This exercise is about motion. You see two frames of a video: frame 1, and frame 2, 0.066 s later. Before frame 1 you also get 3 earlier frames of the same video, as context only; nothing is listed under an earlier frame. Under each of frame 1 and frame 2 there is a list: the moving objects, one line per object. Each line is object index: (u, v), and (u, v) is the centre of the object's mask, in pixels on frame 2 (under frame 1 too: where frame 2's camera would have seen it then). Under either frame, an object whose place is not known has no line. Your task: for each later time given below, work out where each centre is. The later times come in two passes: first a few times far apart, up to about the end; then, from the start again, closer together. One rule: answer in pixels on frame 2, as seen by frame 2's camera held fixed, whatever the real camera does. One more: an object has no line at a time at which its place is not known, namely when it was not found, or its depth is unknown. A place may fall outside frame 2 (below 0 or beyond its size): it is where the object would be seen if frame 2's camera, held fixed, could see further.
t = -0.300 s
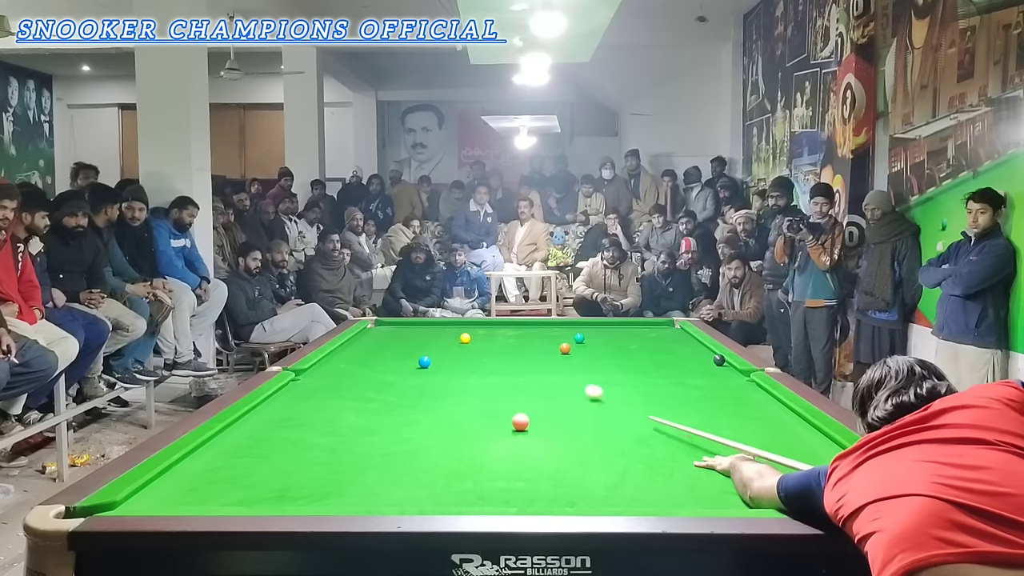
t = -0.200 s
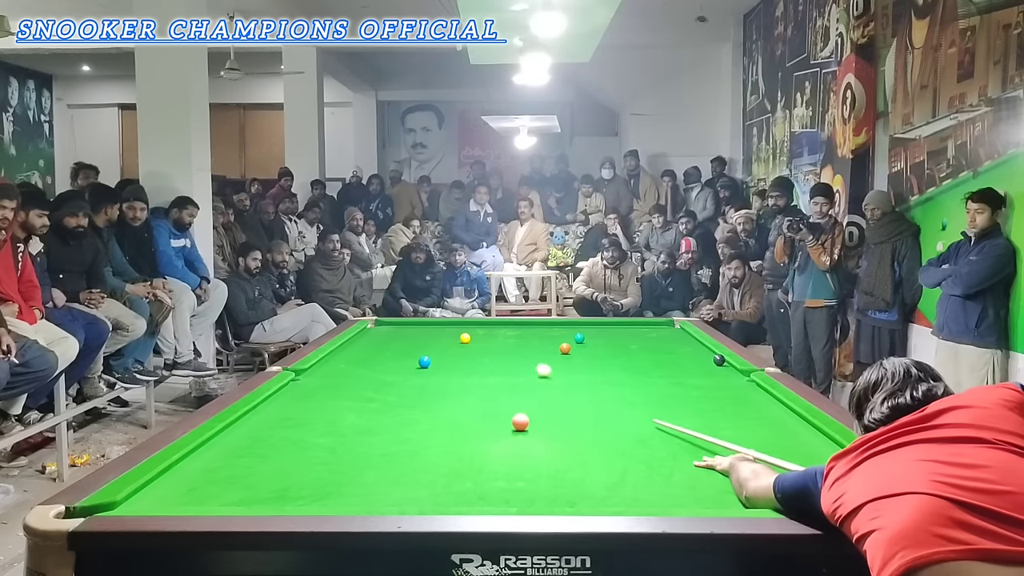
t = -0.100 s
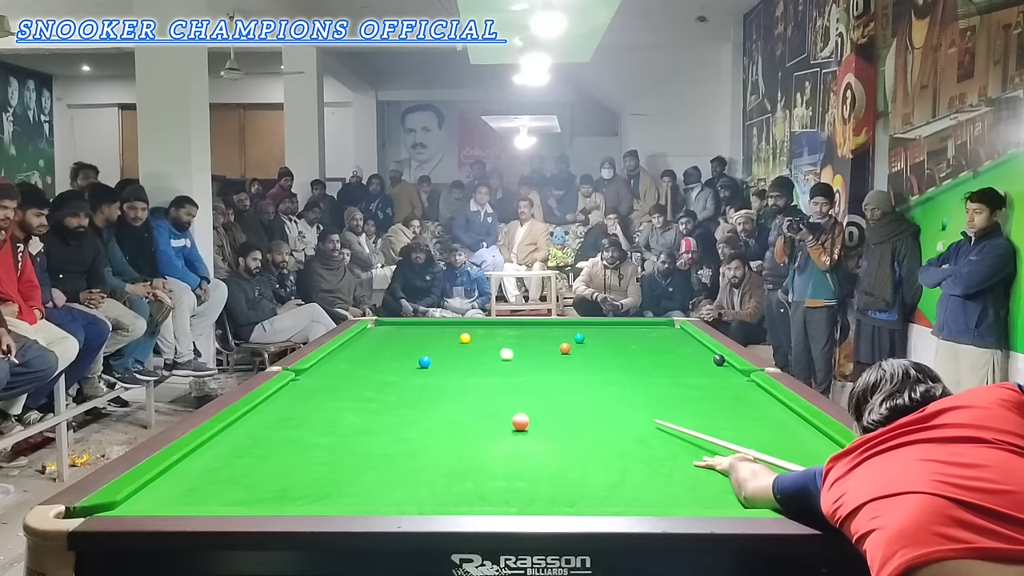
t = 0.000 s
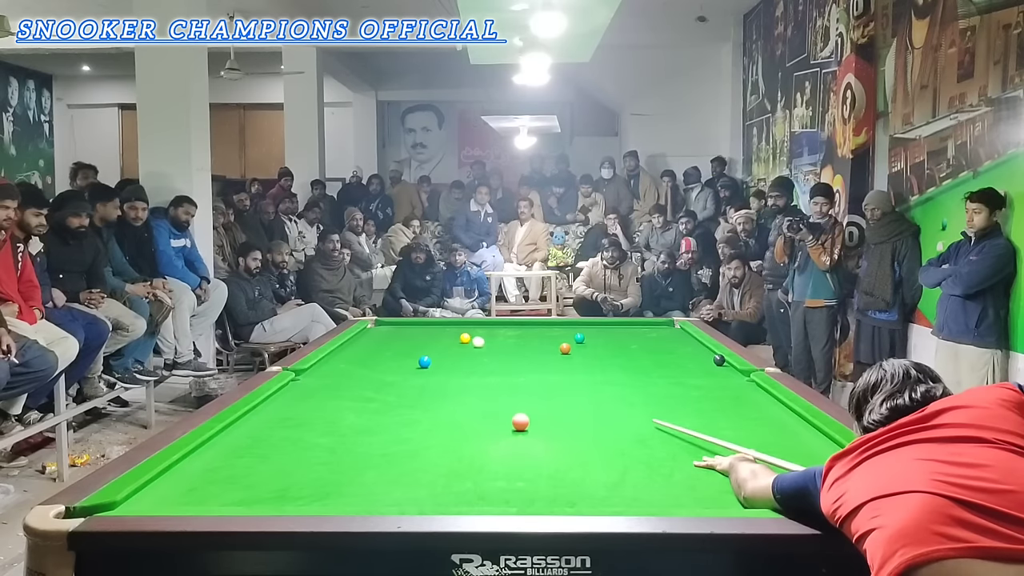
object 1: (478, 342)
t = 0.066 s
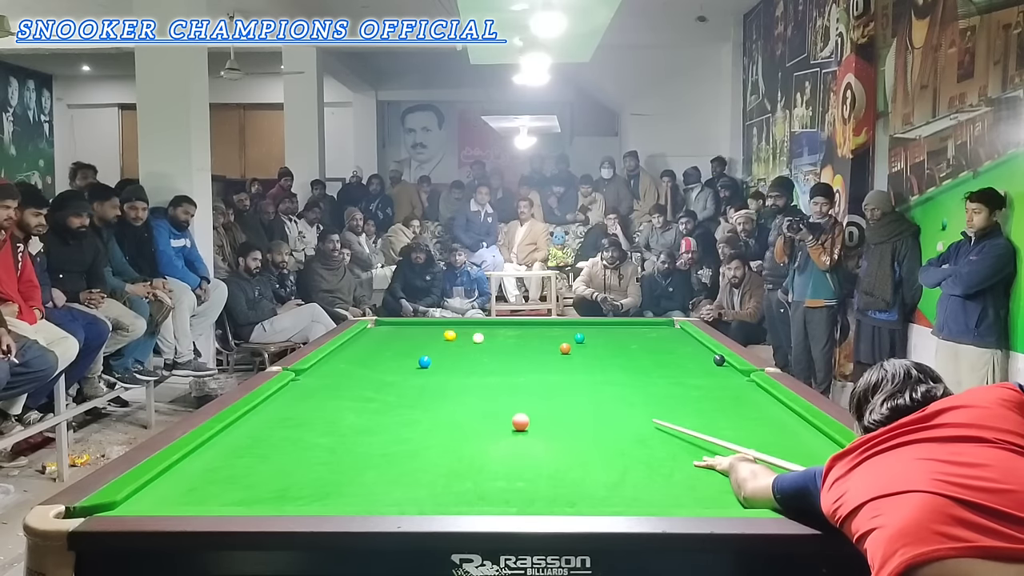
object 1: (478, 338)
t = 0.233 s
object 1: (501, 335)
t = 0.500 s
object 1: (532, 331)
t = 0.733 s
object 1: (557, 327)
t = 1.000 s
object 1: (583, 324)
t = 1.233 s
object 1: (604, 323)
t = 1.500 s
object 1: (629, 325)
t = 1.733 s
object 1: (651, 327)
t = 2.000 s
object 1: (676, 329)
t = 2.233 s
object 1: (672, 330)
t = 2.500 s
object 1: (660, 332)
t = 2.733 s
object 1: (651, 333)
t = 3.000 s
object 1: (641, 335)
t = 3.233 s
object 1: (633, 336)
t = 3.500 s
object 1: (624, 337)
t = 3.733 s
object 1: (618, 338)
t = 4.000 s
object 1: (610, 339)
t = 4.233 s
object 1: (605, 339)
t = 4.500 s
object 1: (601, 340)
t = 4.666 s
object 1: (598, 341)
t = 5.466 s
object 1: (593, 341)
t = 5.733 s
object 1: (593, 341)
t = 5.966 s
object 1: (593, 341)
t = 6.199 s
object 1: (593, 341)
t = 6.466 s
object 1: (593, 341)
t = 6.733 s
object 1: (593, 341)
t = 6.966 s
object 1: (593, 341)
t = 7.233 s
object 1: (593, 341)
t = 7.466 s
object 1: (593, 341)
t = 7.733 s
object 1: (593, 341)
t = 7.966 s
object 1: (593, 341)
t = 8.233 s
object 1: (593, 341)
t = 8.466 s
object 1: (593, 341)
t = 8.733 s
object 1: (593, 341)
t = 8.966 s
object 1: (593, 341)
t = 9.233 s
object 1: (593, 341)
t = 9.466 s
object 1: (593, 341)
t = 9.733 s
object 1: (593, 341)
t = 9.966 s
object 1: (593, 341)
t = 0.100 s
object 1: (483, 337)
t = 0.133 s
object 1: (488, 337)
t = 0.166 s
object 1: (493, 336)
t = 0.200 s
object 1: (497, 335)
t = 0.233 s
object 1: (501, 335)
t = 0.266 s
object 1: (505, 334)
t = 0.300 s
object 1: (509, 334)
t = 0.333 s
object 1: (513, 333)
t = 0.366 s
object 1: (517, 333)
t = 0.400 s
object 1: (521, 332)
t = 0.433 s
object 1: (525, 332)
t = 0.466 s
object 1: (529, 331)
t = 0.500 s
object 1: (532, 331)
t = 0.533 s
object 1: (536, 330)
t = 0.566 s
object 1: (540, 330)
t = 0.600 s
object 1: (543, 329)
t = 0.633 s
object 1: (547, 329)
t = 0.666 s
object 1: (550, 328)
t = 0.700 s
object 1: (554, 328)
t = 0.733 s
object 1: (557, 327)
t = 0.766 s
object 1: (561, 327)
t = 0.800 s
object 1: (564, 327)
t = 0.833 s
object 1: (567, 326)
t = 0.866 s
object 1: (570, 326)
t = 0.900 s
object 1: (573, 325)
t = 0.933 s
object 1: (577, 325)
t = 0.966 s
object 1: (580, 324)
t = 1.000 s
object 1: (583, 324)
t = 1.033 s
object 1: (586, 324)
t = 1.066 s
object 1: (589, 323)
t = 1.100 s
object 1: (592, 323)
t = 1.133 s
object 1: (595, 322)
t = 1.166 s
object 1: (598, 322)
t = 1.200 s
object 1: (601, 322)
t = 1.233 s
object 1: (604, 323)
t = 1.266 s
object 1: (607, 323)
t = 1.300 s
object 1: (610, 323)
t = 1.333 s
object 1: (614, 323)
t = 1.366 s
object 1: (617, 324)
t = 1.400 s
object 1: (620, 324)
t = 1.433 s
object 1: (623, 324)
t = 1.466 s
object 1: (626, 325)
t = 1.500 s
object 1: (629, 325)
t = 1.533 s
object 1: (632, 325)
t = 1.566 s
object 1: (636, 325)
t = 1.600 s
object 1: (639, 326)
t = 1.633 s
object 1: (642, 326)
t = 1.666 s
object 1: (645, 326)
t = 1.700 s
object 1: (648, 326)
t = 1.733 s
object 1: (651, 327)
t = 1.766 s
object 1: (654, 327)
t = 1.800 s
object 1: (657, 327)
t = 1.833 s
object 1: (660, 327)
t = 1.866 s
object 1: (663, 328)
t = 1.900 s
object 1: (666, 328)
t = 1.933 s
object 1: (670, 328)
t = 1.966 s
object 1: (673, 328)
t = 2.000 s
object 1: (676, 329)
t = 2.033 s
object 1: (679, 329)
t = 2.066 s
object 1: (679, 329)
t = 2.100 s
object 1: (677, 329)
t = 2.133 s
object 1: (676, 330)
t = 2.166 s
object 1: (675, 330)
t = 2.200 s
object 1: (673, 330)
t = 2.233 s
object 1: (672, 330)
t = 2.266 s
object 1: (670, 330)
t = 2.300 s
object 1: (669, 331)
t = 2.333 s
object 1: (667, 331)
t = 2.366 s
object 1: (666, 331)
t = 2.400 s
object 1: (665, 331)
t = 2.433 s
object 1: (663, 331)
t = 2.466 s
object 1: (662, 331)
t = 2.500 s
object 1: (660, 332)
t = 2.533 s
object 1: (659, 332)
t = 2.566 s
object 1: (658, 332)
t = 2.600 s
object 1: (656, 332)
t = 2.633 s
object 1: (655, 333)
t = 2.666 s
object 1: (654, 333)
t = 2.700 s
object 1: (652, 333)
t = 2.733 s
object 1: (651, 333)
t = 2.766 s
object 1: (650, 333)
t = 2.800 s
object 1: (648, 333)
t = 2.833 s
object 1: (647, 334)
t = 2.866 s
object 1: (646, 334)
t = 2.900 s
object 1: (645, 334)
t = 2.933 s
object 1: (643, 334)
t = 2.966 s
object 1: (642, 334)
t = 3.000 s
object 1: (641, 335)
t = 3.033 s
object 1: (640, 335)
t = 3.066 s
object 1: (639, 335)
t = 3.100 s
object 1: (637, 335)
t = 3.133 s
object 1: (636, 335)
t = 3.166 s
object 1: (635, 335)
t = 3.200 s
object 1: (634, 336)
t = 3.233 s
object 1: (633, 336)
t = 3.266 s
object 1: (631, 336)
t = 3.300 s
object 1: (630, 336)
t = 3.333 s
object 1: (629, 336)
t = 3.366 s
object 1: (628, 336)
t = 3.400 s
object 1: (627, 336)
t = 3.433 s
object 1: (626, 337)
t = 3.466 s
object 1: (625, 337)
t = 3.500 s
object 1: (624, 337)
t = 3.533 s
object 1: (623, 337)
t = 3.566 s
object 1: (622, 337)
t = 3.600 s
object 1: (621, 337)
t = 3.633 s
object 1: (620, 337)
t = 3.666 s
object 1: (619, 338)
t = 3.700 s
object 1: (618, 338)
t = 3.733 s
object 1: (618, 338)
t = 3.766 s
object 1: (616, 338)
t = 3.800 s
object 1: (615, 338)
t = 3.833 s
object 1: (615, 338)
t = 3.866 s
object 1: (614, 338)
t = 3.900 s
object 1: (613, 338)
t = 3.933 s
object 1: (612, 339)
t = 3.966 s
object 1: (611, 339)
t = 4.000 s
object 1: (610, 339)
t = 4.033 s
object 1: (610, 339)
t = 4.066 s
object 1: (609, 339)
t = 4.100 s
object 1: (608, 339)
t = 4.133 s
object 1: (607, 339)
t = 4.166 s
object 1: (607, 339)
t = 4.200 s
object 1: (606, 339)
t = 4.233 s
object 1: (605, 339)
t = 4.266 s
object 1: (605, 340)
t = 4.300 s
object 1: (604, 340)
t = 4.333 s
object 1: (603, 340)
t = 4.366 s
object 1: (603, 340)
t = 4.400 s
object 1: (602, 340)
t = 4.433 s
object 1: (602, 340)
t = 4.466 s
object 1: (601, 340)
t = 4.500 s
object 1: (601, 340)
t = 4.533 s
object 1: (600, 340)
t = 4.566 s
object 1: (600, 340)
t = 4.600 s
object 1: (599, 340)
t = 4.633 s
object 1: (598, 340)
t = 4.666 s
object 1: (598, 341)
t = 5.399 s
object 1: (592, 341)
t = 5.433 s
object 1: (593, 341)
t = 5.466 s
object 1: (593, 341)
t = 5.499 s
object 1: (593, 341)
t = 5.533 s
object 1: (593, 341)
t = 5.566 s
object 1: (593, 341)
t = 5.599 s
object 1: (593, 341)
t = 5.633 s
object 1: (593, 341)
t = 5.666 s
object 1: (593, 341)
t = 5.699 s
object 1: (593, 341)
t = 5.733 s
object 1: (593, 341)
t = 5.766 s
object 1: (593, 341)
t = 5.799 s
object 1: (593, 341)
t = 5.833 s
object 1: (593, 341)
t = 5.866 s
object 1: (593, 341)
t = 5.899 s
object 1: (593, 341)
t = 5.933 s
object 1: (593, 341)
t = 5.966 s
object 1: (593, 341)
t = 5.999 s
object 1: (593, 341)
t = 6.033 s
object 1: (593, 341)
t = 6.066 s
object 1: (593, 341)
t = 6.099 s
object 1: (593, 341)
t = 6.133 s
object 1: (593, 341)
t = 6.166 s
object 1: (593, 341)
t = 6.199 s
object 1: (593, 341)
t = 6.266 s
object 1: (593, 341)
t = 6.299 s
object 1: (593, 341)
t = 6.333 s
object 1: (593, 341)
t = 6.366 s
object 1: (593, 341)
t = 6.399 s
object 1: (593, 341)
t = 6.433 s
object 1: (593, 341)
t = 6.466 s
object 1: (593, 341)
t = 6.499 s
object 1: (593, 341)
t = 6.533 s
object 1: (593, 341)
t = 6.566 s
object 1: (593, 341)
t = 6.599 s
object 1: (593, 341)
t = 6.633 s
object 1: (593, 341)
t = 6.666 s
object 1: (593, 341)
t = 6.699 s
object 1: (593, 341)
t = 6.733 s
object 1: (593, 341)
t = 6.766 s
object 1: (593, 341)
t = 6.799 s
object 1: (593, 341)
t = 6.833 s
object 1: (593, 341)
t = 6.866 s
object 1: (593, 341)
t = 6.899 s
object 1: (593, 341)
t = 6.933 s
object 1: (593, 341)
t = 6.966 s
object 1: (593, 341)
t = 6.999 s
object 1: (593, 341)
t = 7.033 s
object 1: (593, 341)
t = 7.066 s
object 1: (593, 341)
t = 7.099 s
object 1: (593, 341)
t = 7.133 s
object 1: (593, 341)
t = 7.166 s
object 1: (593, 341)
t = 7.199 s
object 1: (593, 341)
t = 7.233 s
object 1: (593, 341)
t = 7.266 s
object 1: (593, 341)
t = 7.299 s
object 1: (593, 341)
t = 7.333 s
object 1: (593, 341)
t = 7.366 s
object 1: (593, 341)
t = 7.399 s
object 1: (593, 341)
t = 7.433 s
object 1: (593, 341)
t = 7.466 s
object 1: (593, 341)
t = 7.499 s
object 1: (593, 341)
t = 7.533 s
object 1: (593, 341)
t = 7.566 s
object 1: (593, 341)
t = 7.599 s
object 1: (593, 341)
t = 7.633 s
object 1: (593, 341)
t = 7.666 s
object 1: (593, 341)
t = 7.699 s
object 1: (593, 341)
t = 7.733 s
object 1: (593, 341)
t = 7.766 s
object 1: (593, 341)
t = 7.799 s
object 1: (593, 341)
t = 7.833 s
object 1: (593, 341)
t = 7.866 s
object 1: (593, 341)
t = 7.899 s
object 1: (593, 341)
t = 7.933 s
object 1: (593, 341)
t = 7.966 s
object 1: (593, 341)
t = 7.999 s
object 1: (593, 341)
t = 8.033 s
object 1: (593, 341)
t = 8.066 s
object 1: (593, 341)
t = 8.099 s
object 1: (593, 341)
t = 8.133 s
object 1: (593, 341)
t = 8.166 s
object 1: (593, 341)
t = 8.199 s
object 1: (593, 341)
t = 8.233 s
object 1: (593, 341)
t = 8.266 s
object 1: (593, 341)
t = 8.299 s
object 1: (593, 341)
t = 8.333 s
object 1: (593, 341)
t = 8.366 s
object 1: (593, 341)
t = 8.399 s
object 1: (593, 341)
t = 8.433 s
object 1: (593, 341)
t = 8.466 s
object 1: (593, 341)
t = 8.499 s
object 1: (593, 341)
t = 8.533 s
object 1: (593, 341)
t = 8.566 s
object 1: (593, 341)
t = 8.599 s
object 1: (593, 341)
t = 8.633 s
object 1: (593, 341)
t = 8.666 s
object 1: (593, 341)
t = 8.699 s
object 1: (593, 341)
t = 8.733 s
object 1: (593, 341)
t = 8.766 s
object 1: (593, 341)
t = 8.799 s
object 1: (593, 341)
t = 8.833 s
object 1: (593, 341)
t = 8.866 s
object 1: (593, 341)
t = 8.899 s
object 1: (593, 341)
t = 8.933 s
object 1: (593, 341)
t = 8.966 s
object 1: (593, 341)
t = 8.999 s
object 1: (593, 341)
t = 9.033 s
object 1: (593, 341)
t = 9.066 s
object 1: (593, 341)
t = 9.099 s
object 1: (593, 341)
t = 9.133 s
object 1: (593, 341)
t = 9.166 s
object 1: (593, 341)
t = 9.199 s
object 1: (593, 341)
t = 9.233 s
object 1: (593, 341)
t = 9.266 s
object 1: (593, 341)
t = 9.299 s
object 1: (593, 341)
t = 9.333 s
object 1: (593, 341)
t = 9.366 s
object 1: (593, 341)
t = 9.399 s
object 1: (593, 341)
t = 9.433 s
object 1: (593, 341)
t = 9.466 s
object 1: (593, 341)
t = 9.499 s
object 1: (593, 341)
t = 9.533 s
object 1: (593, 341)
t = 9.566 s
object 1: (593, 341)
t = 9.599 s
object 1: (593, 341)
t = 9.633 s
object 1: (593, 341)
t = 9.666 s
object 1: (593, 341)
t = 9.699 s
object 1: (593, 341)
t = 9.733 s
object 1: (593, 341)
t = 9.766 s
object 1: (593, 341)
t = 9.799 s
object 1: (593, 341)
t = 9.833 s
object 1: (593, 341)
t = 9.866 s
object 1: (593, 341)
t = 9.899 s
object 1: (593, 341)
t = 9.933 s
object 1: (593, 341)
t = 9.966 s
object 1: (593, 341)
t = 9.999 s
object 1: (593, 341)
